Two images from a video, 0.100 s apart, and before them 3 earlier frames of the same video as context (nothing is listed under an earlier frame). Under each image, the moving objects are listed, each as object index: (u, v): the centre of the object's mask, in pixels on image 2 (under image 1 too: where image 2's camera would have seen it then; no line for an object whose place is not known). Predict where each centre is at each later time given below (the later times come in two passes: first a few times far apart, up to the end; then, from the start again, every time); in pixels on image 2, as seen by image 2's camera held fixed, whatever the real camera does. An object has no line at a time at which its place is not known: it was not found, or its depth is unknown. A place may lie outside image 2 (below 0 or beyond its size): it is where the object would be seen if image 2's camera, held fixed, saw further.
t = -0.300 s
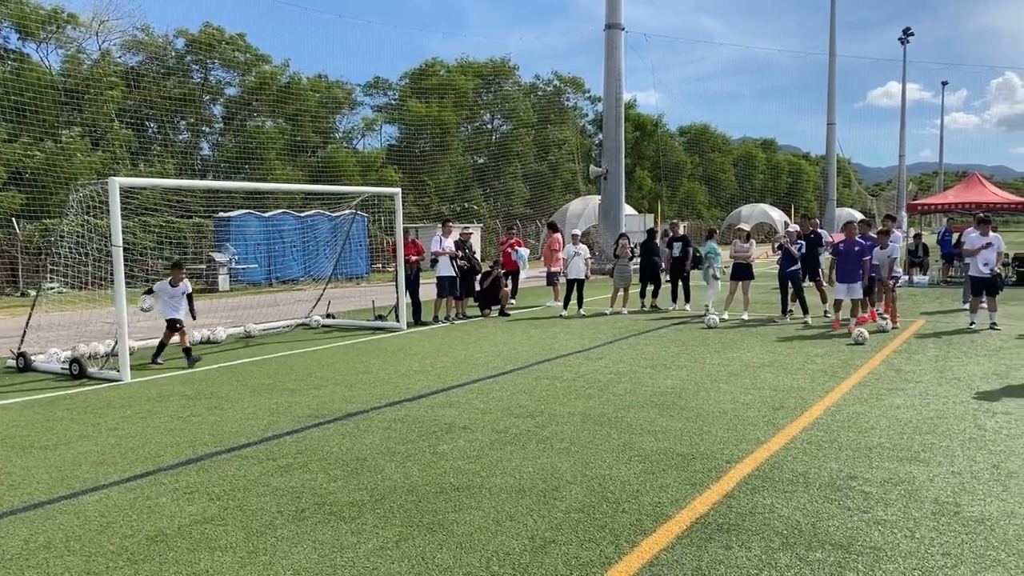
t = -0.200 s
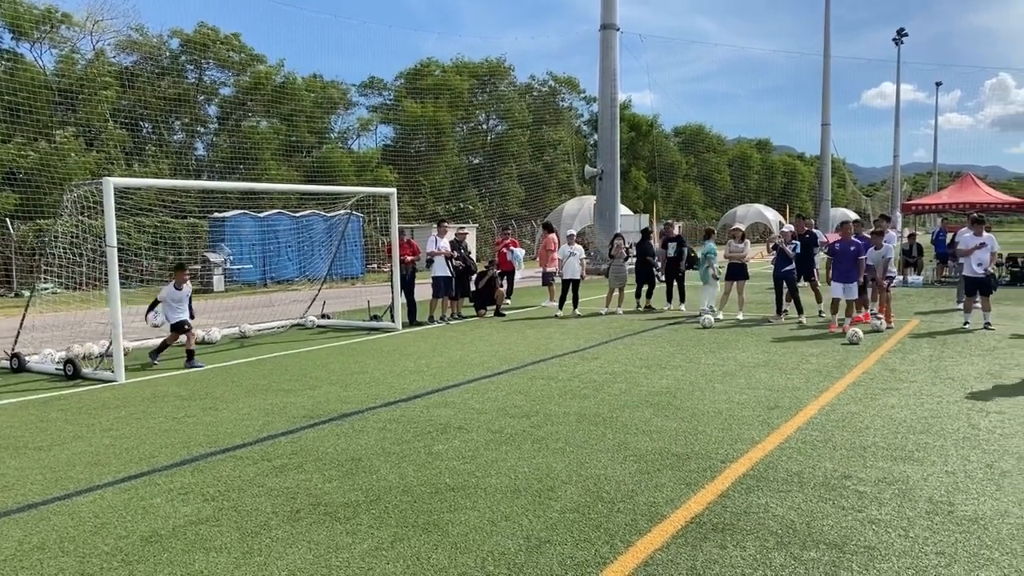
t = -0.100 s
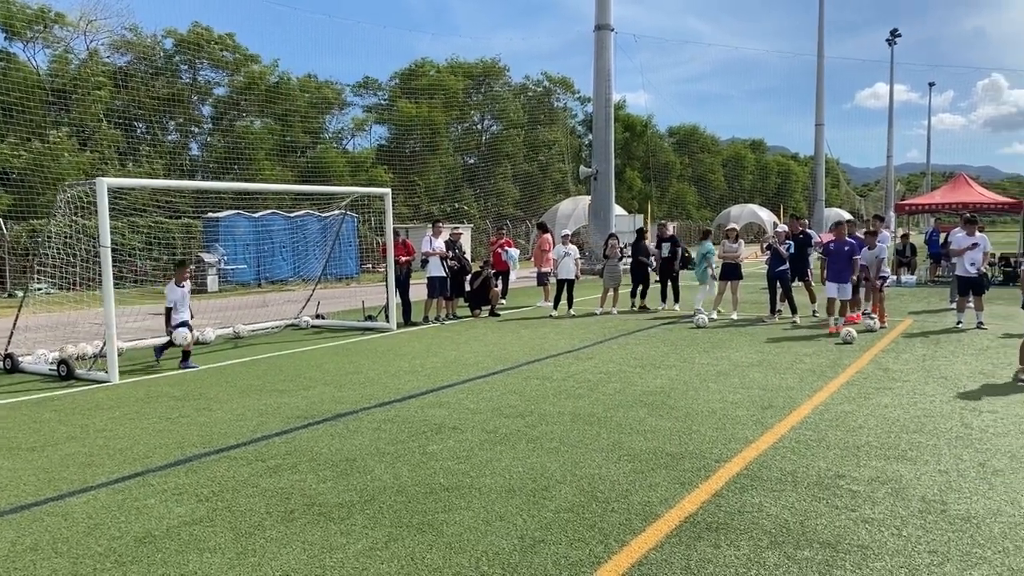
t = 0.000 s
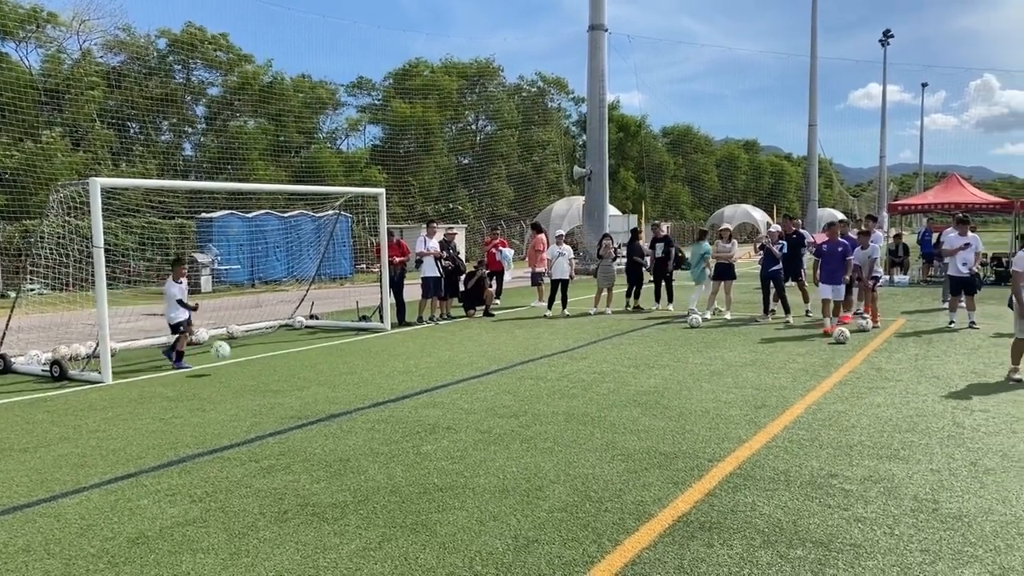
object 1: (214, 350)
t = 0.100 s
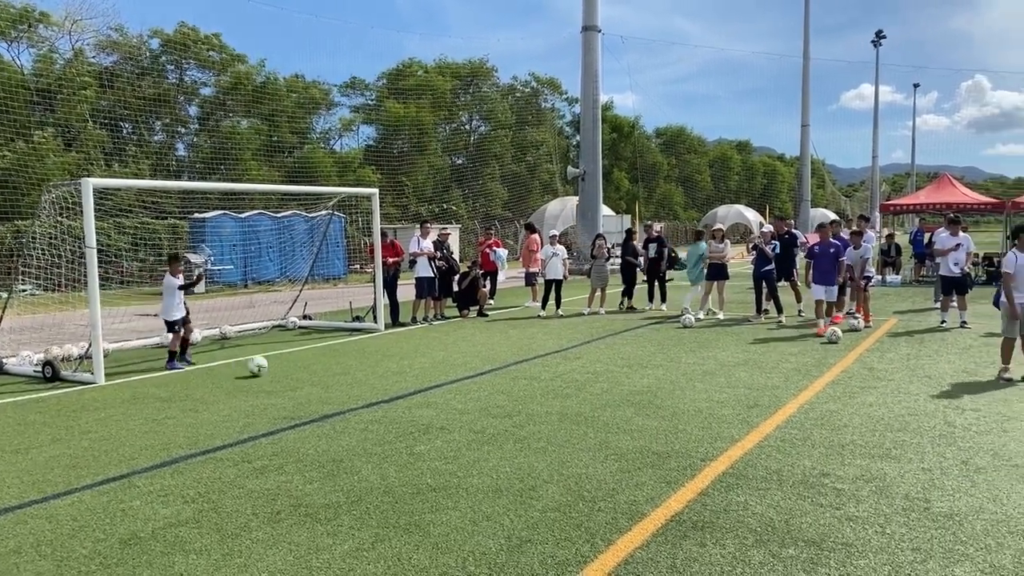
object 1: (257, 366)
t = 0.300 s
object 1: (324, 355)
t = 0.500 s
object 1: (394, 367)
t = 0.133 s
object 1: (269, 361)
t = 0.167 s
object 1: (279, 358)
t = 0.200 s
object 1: (290, 356)
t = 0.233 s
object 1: (301, 354)
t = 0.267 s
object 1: (312, 354)
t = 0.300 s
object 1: (324, 355)
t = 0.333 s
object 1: (335, 357)
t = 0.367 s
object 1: (346, 359)
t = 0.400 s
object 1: (358, 363)
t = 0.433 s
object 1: (370, 369)
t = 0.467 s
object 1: (382, 369)
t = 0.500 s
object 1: (394, 367)
